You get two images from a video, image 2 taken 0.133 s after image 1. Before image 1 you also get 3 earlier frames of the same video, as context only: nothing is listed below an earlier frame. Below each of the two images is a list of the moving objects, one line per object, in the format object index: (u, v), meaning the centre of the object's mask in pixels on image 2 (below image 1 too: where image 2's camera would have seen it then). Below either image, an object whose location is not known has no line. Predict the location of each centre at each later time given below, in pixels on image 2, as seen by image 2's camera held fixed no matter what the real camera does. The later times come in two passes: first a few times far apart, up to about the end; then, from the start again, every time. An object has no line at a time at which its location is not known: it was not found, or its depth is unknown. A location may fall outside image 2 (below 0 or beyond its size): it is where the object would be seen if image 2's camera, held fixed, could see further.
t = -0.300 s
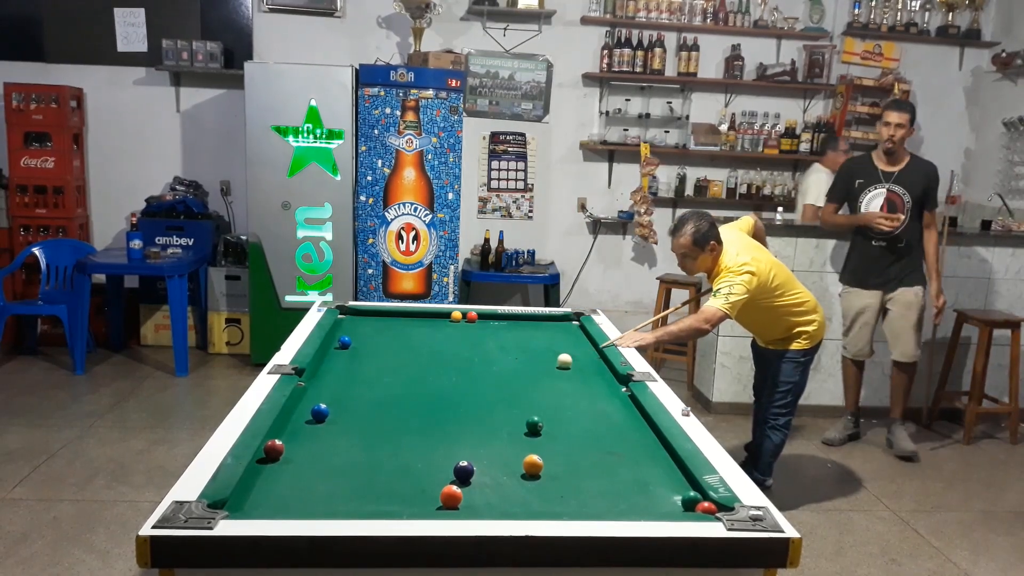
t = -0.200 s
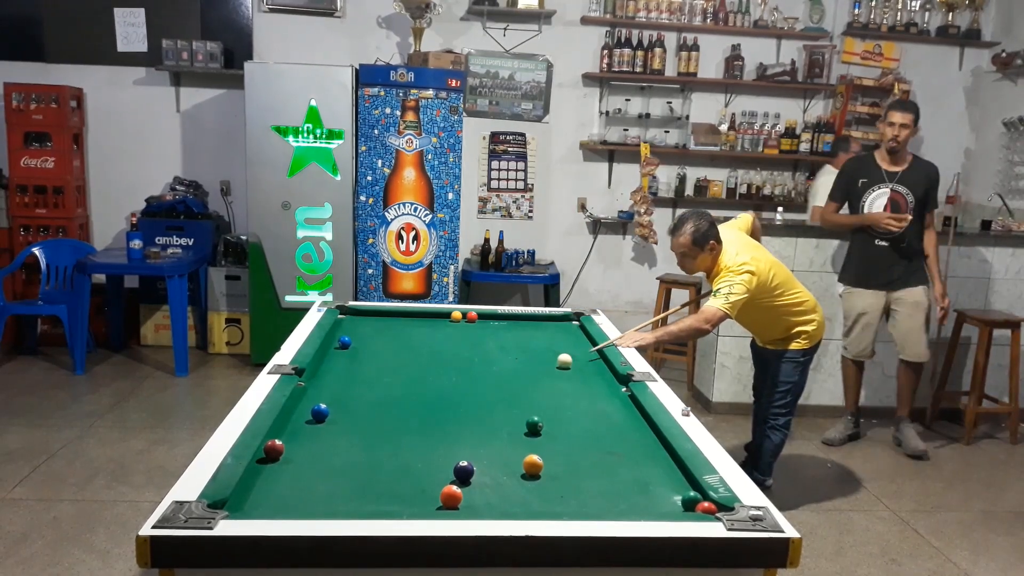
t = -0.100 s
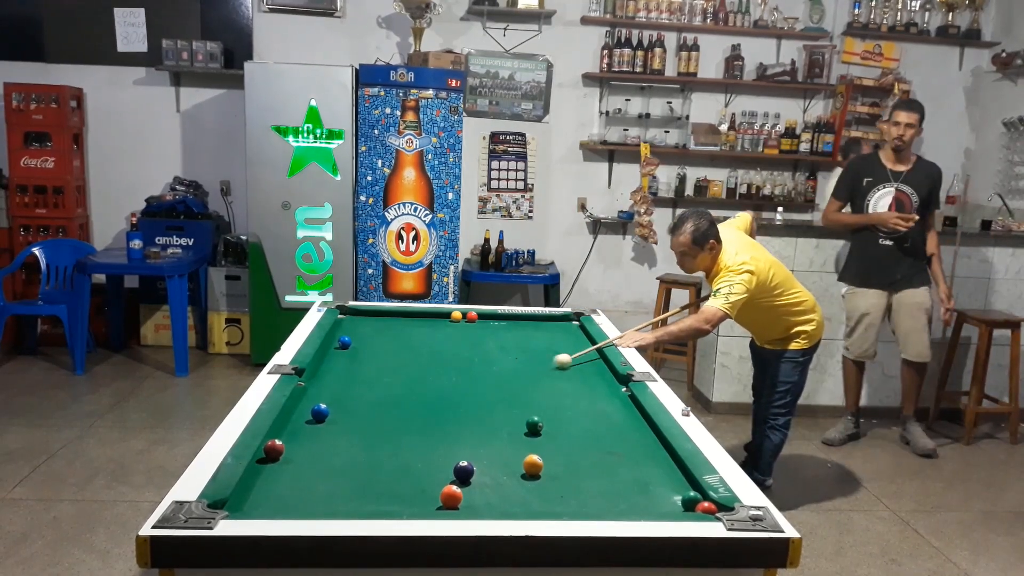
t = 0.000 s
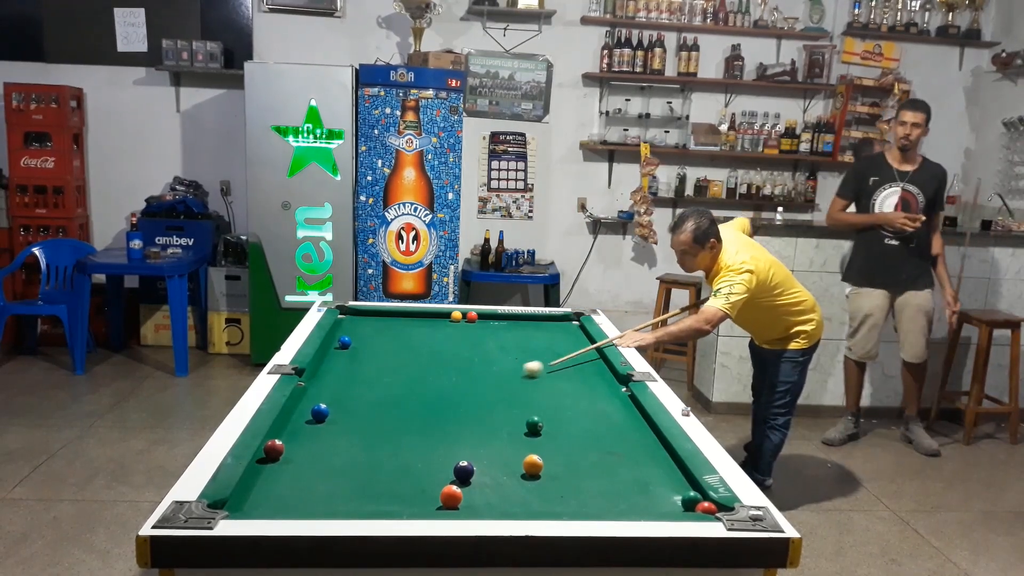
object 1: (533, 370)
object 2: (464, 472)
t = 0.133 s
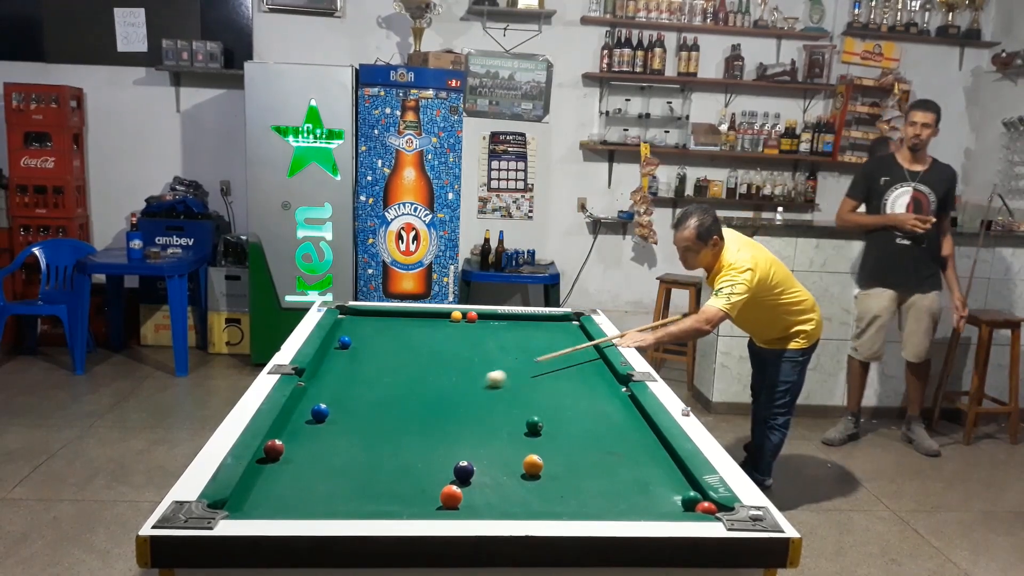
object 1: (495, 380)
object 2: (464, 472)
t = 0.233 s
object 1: (466, 387)
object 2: (464, 472)
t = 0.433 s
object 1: (403, 404)
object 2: (464, 472)
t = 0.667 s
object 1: (314, 429)
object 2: (464, 472)
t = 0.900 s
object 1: (310, 445)
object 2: (464, 472)
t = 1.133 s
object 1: (364, 455)
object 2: (464, 472)
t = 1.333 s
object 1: (410, 464)
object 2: (464, 472)
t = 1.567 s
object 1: (449, 475)
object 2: (479, 472)
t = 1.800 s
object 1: (468, 486)
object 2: (512, 472)
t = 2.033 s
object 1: (485, 497)
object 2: (538, 475)
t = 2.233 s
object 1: (499, 502)
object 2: (556, 479)
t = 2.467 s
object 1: (512, 503)
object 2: (574, 482)
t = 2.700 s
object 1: (520, 500)
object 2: (589, 484)
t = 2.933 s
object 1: (526, 497)
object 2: (602, 487)
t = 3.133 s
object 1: (529, 493)
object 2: (610, 489)
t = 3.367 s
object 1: (531, 491)
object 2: (617, 490)
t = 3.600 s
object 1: (532, 490)
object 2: (620, 491)
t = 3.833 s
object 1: (532, 489)
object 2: (621, 491)
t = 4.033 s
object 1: (532, 489)
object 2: (621, 491)
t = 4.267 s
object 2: (621, 491)
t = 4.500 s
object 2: (621, 491)
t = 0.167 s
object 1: (486, 382)
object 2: (464, 472)
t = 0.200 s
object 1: (477, 385)
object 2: (464, 472)
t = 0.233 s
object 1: (466, 387)
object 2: (464, 472)
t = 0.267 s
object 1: (457, 390)
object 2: (464, 472)
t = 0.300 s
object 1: (446, 393)
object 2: (464, 472)
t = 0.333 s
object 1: (436, 395)
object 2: (464, 472)
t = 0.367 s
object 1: (425, 398)
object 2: (464, 472)
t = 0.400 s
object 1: (414, 401)
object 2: (464, 472)
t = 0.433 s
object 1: (403, 404)
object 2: (464, 472)
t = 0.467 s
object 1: (392, 407)
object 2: (464, 472)
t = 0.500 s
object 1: (379, 411)
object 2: (464, 472)
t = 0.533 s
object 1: (368, 414)
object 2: (464, 472)
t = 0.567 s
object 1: (354, 418)
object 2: (464, 472)
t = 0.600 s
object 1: (342, 420)
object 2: (464, 472)
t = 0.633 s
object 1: (329, 424)
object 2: (464, 472)
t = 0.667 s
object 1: (314, 429)
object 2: (464, 472)
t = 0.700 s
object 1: (301, 432)
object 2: (464, 472)
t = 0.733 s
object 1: (288, 434)
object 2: (464, 472)
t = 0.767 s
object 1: (278, 435)
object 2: (464, 472)
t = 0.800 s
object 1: (288, 440)
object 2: (464, 472)
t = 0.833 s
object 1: (295, 442)
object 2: (464, 471)
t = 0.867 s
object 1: (303, 444)
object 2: (464, 471)
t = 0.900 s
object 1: (310, 445)
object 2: (464, 472)
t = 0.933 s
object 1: (317, 447)
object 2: (464, 472)
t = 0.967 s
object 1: (324, 448)
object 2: (463, 472)
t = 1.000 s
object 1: (332, 450)
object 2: (463, 472)
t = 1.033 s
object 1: (340, 451)
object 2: (463, 472)
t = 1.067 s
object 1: (348, 453)
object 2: (463, 472)
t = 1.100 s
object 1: (356, 454)
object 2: (464, 472)
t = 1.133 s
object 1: (364, 455)
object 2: (464, 472)
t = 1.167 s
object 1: (372, 457)
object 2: (464, 472)
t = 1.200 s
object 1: (379, 458)
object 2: (464, 472)
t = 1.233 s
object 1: (387, 460)
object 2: (464, 472)
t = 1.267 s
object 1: (395, 462)
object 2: (464, 472)
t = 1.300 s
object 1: (402, 463)
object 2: (464, 472)
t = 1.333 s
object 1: (410, 464)
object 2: (464, 472)
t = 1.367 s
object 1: (418, 466)
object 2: (464, 472)
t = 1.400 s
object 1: (426, 468)
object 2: (464, 472)
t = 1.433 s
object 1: (433, 469)
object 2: (464, 472)
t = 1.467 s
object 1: (441, 471)
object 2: (464, 472)
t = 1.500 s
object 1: (444, 473)
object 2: (470, 471)
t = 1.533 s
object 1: (446, 474)
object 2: (475, 471)
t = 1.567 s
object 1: (449, 475)
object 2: (479, 472)
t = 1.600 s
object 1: (451, 476)
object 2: (485, 472)
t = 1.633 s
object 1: (454, 477)
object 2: (490, 472)
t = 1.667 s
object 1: (458, 478)
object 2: (494, 472)
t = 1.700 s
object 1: (461, 480)
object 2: (499, 472)
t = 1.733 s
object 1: (464, 482)
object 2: (504, 471)
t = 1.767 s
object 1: (466, 484)
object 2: (508, 472)
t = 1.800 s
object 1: (468, 486)
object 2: (512, 472)
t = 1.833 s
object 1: (471, 488)
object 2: (517, 472)
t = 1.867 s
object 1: (473, 489)
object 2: (521, 472)
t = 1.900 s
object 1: (475, 491)
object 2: (526, 473)
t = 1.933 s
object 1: (478, 492)
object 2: (528, 473)
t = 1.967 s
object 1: (480, 494)
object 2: (532, 473)
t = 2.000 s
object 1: (483, 495)
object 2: (535, 474)
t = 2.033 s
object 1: (485, 497)
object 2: (538, 475)
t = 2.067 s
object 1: (488, 498)
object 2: (541, 475)
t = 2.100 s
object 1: (490, 499)
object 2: (544, 476)
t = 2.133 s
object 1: (493, 500)
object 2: (547, 476)
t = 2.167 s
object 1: (495, 501)
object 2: (550, 477)
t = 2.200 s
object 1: (497, 502)
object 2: (553, 478)
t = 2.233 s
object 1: (499, 502)
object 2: (556, 479)
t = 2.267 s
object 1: (502, 503)
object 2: (558, 479)
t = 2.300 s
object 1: (504, 504)
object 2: (561, 479)
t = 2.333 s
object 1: (506, 504)
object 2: (564, 479)
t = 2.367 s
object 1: (508, 504)
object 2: (567, 480)
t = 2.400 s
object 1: (509, 503)
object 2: (569, 480)
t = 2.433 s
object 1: (511, 503)
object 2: (572, 481)
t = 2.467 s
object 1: (512, 503)
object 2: (574, 482)
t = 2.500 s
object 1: (513, 502)
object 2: (576, 482)
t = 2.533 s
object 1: (515, 502)
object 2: (579, 482)
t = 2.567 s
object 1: (516, 502)
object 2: (581, 483)
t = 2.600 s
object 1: (517, 501)
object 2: (583, 484)
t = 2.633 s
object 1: (518, 501)
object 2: (585, 484)
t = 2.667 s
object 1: (519, 500)
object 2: (587, 484)
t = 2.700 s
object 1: (520, 500)
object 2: (589, 484)
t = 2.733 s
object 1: (521, 500)
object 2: (591, 485)
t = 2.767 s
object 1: (522, 499)
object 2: (593, 485)
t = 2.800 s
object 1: (523, 499)
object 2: (595, 486)
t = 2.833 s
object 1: (524, 498)
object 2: (597, 486)
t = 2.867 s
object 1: (525, 498)
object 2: (599, 486)
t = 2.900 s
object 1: (525, 497)
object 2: (600, 486)
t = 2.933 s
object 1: (526, 497)
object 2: (602, 487)
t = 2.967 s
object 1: (527, 497)
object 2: (603, 487)
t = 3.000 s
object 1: (528, 496)
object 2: (605, 487)
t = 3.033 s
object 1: (528, 495)
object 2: (606, 488)
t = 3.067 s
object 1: (529, 495)
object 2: (608, 488)
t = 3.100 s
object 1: (529, 494)
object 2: (609, 489)
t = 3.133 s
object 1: (529, 493)
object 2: (610, 489)
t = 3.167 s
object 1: (530, 493)
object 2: (612, 489)
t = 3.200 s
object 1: (530, 493)
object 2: (613, 489)
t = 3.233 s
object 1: (530, 493)
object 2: (614, 490)
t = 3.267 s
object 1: (530, 492)
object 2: (615, 489)
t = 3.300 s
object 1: (531, 492)
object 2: (615, 490)
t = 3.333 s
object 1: (531, 491)
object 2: (616, 490)
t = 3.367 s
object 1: (531, 491)
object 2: (617, 490)
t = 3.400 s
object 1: (531, 491)
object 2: (618, 490)
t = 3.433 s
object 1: (531, 490)
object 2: (619, 490)
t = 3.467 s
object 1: (531, 490)
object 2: (619, 491)
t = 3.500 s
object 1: (532, 490)
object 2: (619, 491)
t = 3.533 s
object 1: (532, 490)
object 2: (620, 490)
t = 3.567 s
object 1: (532, 489)
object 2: (620, 490)
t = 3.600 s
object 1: (532, 490)
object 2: (620, 491)
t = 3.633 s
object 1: (532, 489)
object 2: (621, 491)
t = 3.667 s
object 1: (532, 489)
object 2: (621, 491)
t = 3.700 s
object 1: (532, 489)
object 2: (621, 490)
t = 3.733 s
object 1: (532, 489)
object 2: (621, 491)
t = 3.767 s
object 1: (532, 489)
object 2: (621, 491)
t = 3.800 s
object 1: (532, 489)
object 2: (621, 491)
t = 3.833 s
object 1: (532, 489)
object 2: (621, 491)
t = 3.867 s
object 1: (532, 488)
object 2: (621, 490)
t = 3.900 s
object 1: (532, 488)
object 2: (621, 490)
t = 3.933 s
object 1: (532, 488)
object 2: (621, 490)
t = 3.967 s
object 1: (532, 488)
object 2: (621, 490)
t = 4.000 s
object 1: (532, 488)
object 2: (621, 490)
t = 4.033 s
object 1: (532, 489)
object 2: (621, 491)
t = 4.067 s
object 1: (532, 488)
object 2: (621, 491)
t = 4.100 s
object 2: (621, 491)
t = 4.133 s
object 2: (621, 491)
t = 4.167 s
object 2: (621, 491)
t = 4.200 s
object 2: (621, 491)
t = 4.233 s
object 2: (621, 491)
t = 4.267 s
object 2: (621, 491)
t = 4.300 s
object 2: (621, 491)
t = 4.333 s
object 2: (621, 491)
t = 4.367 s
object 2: (621, 491)
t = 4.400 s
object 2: (621, 491)
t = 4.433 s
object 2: (621, 491)
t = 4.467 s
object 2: (621, 491)
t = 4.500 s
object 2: (621, 491)
